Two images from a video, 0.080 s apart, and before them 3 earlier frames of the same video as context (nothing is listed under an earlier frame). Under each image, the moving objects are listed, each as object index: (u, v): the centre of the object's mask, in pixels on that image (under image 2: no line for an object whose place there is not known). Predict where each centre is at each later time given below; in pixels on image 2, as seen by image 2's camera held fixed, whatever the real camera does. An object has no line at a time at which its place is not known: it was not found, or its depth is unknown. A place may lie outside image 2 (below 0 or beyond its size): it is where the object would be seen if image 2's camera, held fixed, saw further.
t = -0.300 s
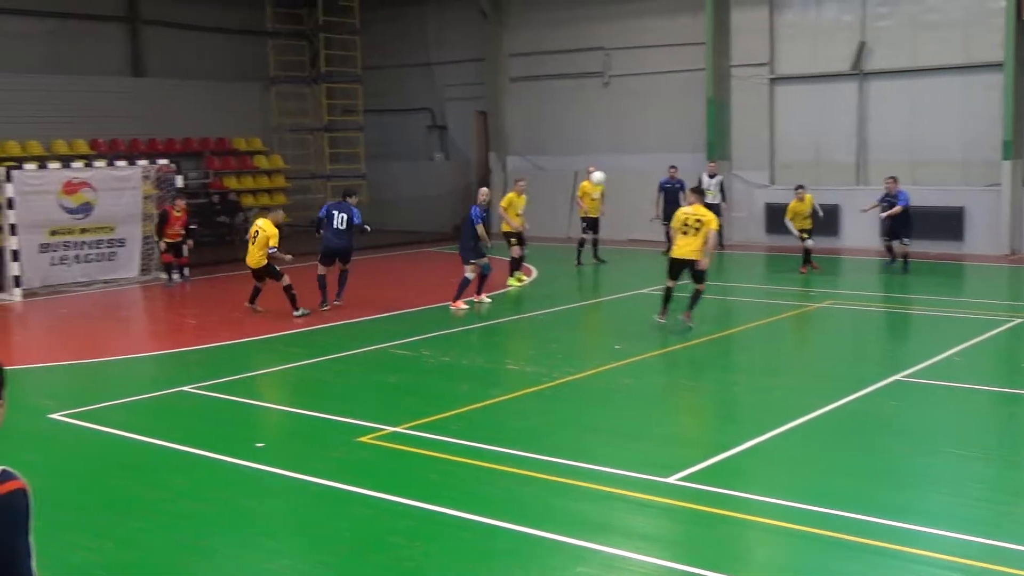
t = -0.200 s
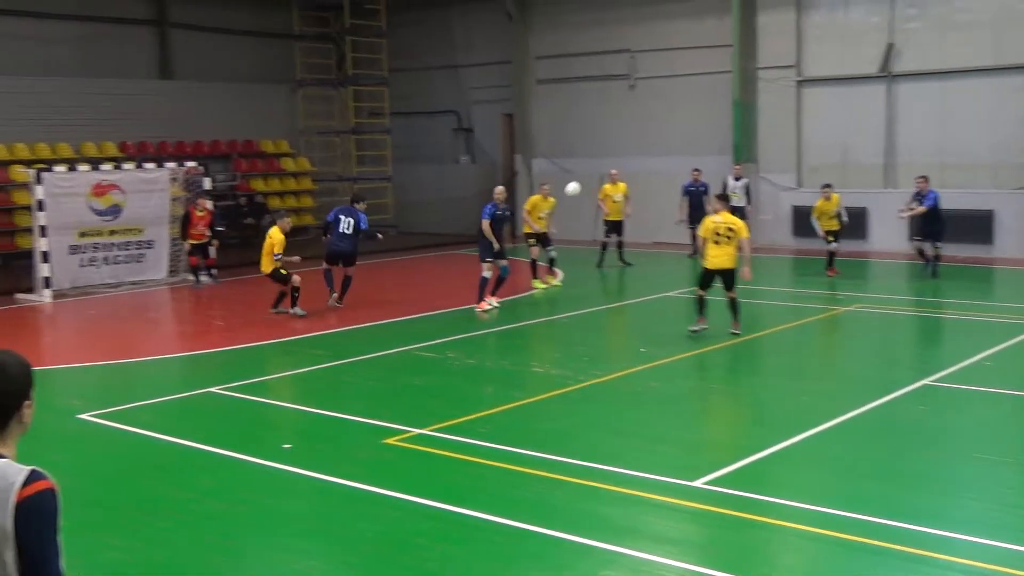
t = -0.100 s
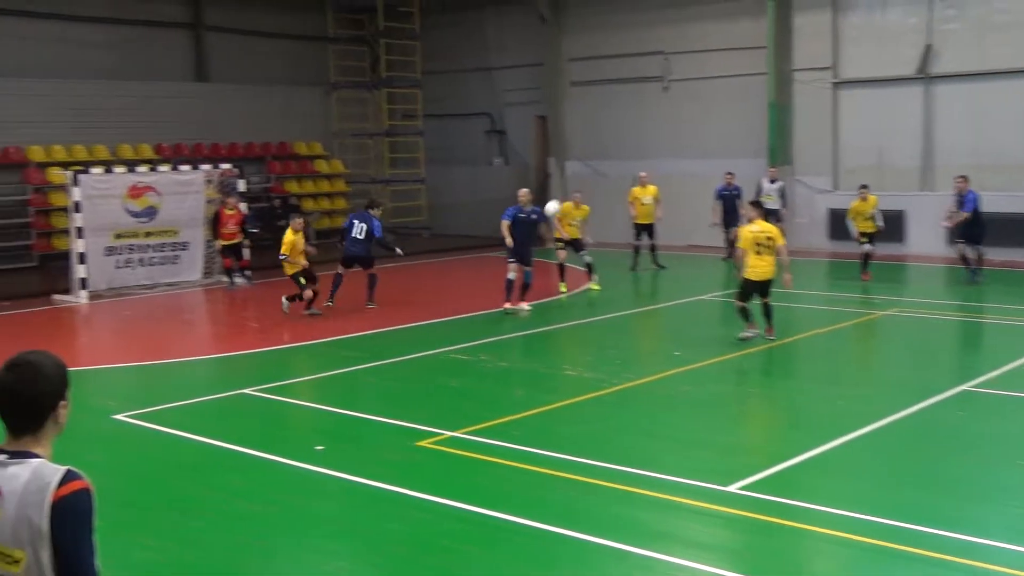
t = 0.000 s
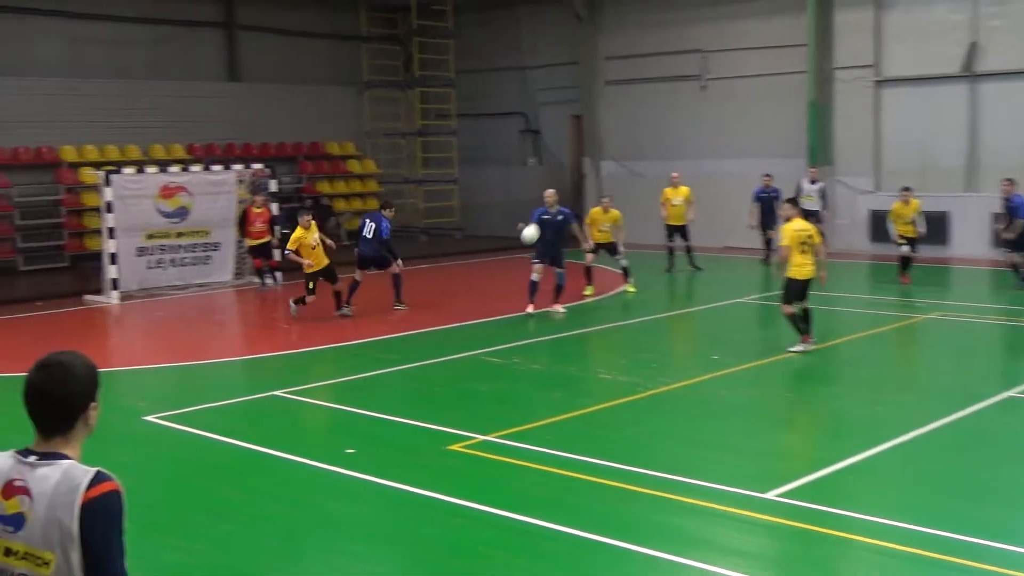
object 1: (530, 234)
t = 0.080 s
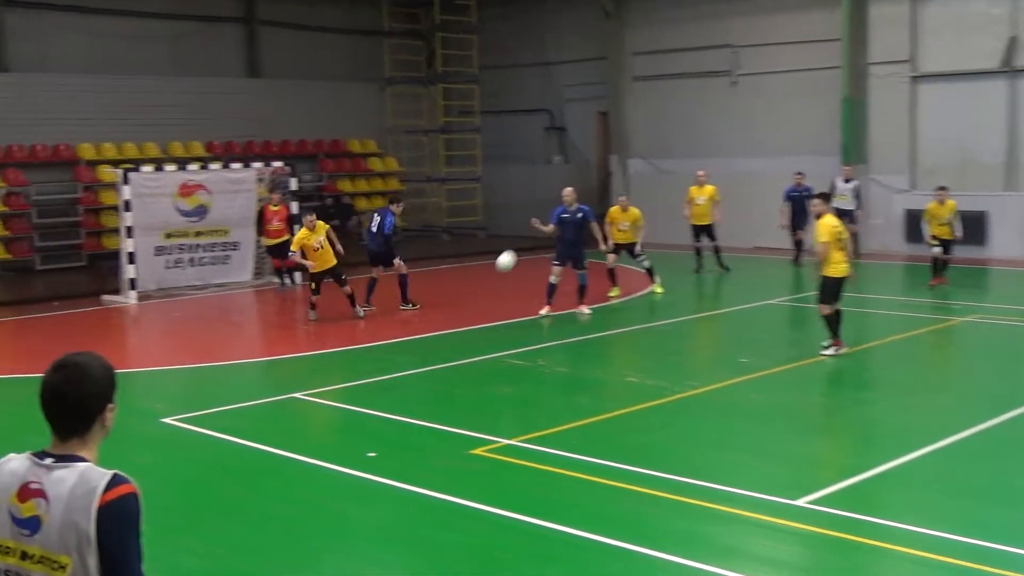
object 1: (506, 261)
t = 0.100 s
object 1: (494, 268)
